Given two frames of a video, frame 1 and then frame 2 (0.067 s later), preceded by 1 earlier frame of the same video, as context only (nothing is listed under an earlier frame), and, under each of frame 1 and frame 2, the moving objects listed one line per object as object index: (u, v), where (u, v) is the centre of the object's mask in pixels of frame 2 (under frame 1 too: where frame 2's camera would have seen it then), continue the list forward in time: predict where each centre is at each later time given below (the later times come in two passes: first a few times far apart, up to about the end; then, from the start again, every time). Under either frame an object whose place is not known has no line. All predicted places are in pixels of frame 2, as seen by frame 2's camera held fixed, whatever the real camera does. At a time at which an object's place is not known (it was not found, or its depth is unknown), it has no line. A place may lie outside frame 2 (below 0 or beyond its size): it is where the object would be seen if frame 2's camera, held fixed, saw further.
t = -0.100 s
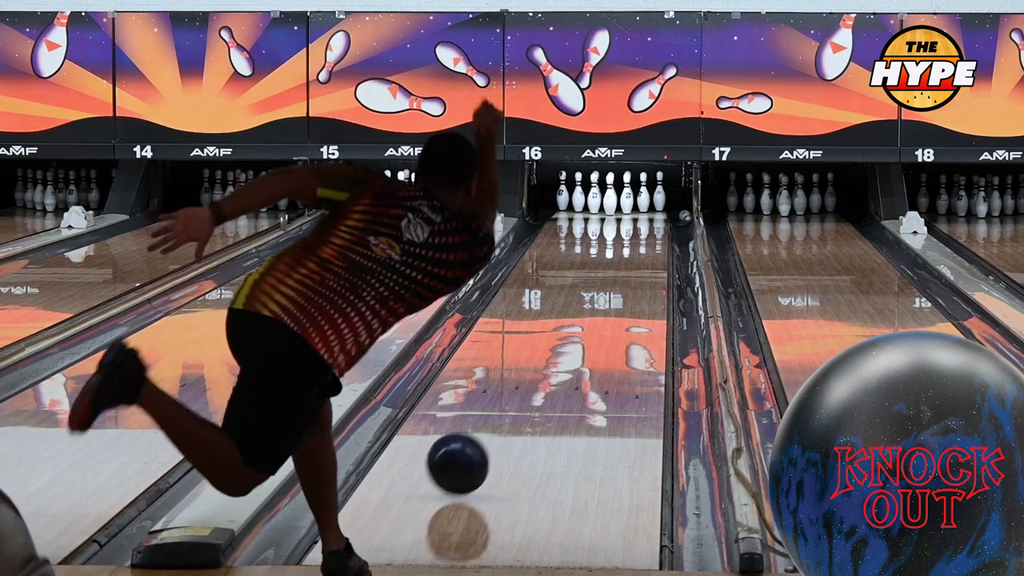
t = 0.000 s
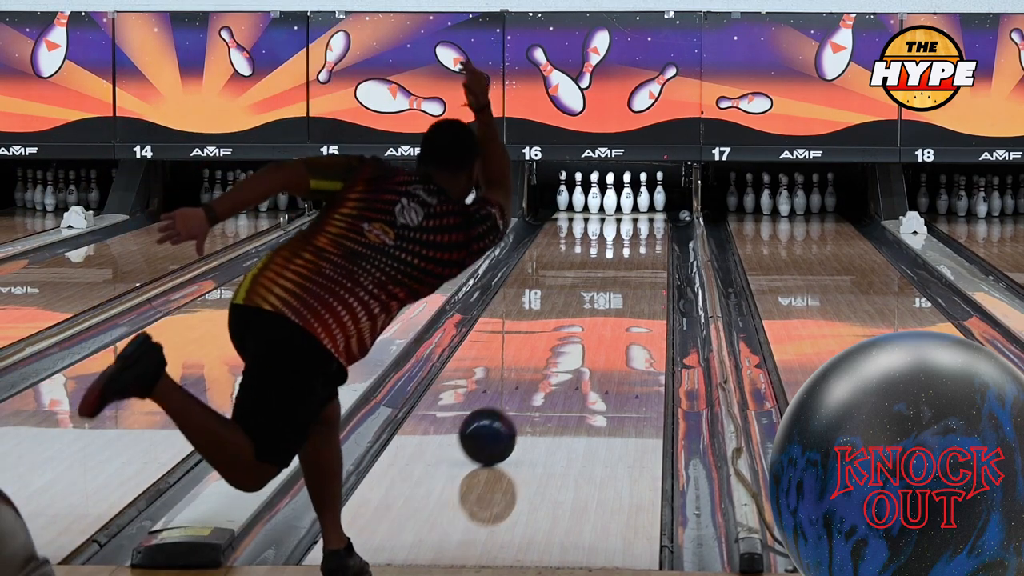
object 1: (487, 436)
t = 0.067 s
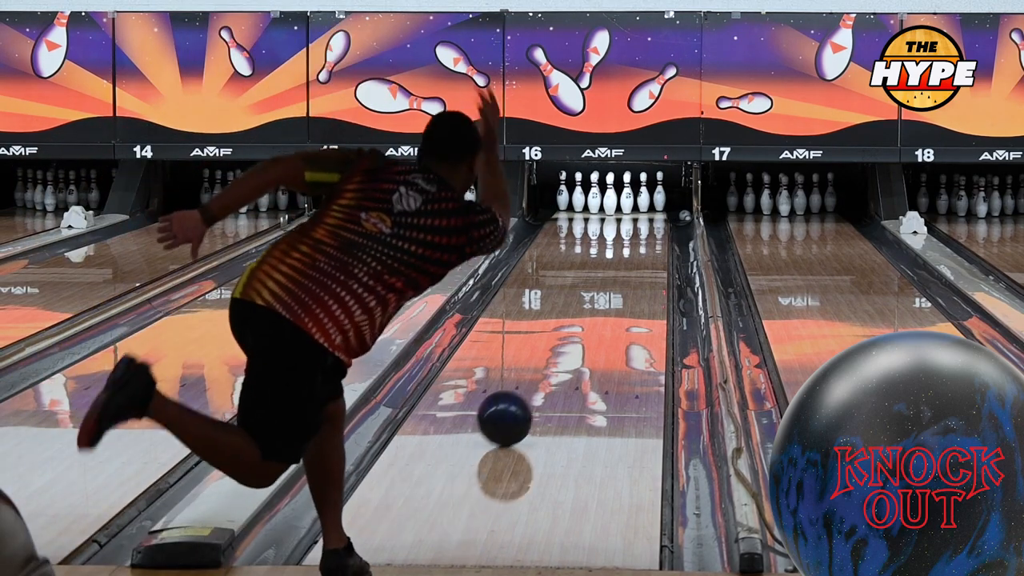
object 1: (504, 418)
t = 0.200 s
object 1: (534, 387)
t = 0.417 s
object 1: (572, 345)
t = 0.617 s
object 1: (598, 315)
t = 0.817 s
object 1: (618, 291)
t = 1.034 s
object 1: (635, 269)
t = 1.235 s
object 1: (648, 252)
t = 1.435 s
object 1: (654, 238)
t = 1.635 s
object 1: (655, 226)
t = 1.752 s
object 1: (651, 220)
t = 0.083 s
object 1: (508, 414)
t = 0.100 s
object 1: (512, 410)
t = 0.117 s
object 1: (516, 406)
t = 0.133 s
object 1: (520, 401)
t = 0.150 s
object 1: (524, 398)
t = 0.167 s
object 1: (527, 394)
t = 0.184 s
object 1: (531, 390)
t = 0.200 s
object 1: (534, 387)
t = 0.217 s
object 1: (537, 383)
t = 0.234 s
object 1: (541, 379)
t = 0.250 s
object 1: (544, 376)
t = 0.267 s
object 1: (547, 372)
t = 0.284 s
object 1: (550, 369)
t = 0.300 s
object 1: (553, 366)
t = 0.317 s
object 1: (556, 363)
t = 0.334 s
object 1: (558, 360)
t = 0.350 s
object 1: (561, 357)
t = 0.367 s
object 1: (564, 354)
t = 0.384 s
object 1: (567, 351)
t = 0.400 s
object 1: (569, 348)
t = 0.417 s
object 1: (572, 345)
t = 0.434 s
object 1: (574, 342)
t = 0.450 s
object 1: (577, 340)
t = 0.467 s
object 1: (579, 337)
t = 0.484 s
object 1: (581, 335)
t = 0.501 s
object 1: (583, 332)
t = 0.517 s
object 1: (586, 330)
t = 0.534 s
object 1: (588, 327)
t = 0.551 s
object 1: (590, 325)
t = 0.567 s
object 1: (592, 322)
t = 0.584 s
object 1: (594, 320)
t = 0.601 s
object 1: (596, 318)
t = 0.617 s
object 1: (598, 315)
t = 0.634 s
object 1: (600, 313)
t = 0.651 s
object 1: (602, 311)
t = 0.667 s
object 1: (603, 309)
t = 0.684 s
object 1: (605, 306)
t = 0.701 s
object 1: (607, 304)
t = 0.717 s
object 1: (609, 302)
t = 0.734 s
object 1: (610, 300)
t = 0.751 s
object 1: (612, 298)
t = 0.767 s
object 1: (614, 296)
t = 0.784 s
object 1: (615, 294)
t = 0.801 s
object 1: (617, 292)
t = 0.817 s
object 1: (618, 291)
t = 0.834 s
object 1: (620, 289)
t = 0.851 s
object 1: (621, 287)
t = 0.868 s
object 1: (623, 285)
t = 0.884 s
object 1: (624, 284)
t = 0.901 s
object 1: (625, 282)
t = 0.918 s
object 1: (627, 280)
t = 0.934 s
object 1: (628, 279)
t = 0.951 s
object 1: (630, 277)
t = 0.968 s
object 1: (631, 275)
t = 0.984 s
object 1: (632, 274)
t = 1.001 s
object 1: (633, 272)
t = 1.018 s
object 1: (634, 271)
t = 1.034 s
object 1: (635, 269)
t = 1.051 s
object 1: (636, 267)
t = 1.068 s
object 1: (638, 266)
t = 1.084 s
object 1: (639, 264)
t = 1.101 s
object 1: (640, 263)
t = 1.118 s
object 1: (641, 262)
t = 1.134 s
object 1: (642, 260)
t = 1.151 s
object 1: (643, 259)
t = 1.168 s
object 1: (644, 257)
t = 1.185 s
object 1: (645, 256)
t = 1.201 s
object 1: (646, 254)
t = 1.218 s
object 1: (647, 253)
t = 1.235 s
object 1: (648, 252)
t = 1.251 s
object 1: (649, 251)
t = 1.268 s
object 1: (649, 249)
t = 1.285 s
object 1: (650, 248)
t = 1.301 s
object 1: (650, 247)
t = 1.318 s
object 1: (651, 246)
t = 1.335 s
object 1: (652, 245)
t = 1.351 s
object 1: (652, 243)
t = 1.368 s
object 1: (653, 242)
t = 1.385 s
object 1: (653, 241)
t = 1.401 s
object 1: (653, 240)
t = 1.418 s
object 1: (654, 239)
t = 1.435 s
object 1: (654, 238)
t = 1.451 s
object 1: (654, 237)
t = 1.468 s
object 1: (655, 236)
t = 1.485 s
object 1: (655, 235)
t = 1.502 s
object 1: (655, 234)
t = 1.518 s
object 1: (655, 233)
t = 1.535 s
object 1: (655, 232)
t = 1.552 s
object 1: (655, 231)
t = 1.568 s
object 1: (655, 230)
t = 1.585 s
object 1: (655, 229)
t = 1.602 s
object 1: (655, 228)
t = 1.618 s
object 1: (655, 227)
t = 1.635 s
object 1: (655, 226)
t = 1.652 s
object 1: (654, 225)
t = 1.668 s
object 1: (654, 224)
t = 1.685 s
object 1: (653, 224)
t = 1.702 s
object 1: (653, 223)
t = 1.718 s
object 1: (653, 222)
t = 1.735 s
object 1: (652, 221)
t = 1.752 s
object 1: (651, 220)
